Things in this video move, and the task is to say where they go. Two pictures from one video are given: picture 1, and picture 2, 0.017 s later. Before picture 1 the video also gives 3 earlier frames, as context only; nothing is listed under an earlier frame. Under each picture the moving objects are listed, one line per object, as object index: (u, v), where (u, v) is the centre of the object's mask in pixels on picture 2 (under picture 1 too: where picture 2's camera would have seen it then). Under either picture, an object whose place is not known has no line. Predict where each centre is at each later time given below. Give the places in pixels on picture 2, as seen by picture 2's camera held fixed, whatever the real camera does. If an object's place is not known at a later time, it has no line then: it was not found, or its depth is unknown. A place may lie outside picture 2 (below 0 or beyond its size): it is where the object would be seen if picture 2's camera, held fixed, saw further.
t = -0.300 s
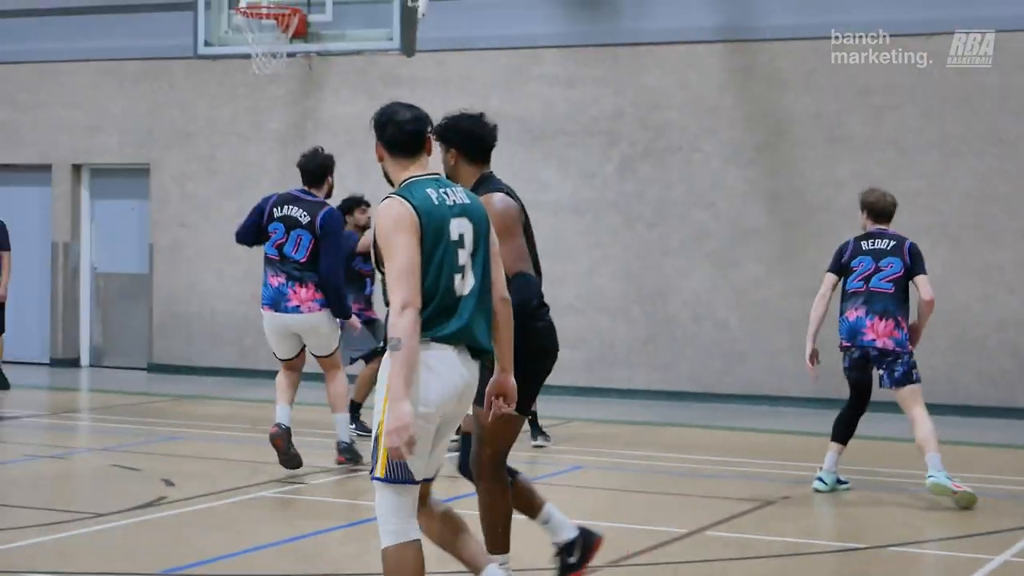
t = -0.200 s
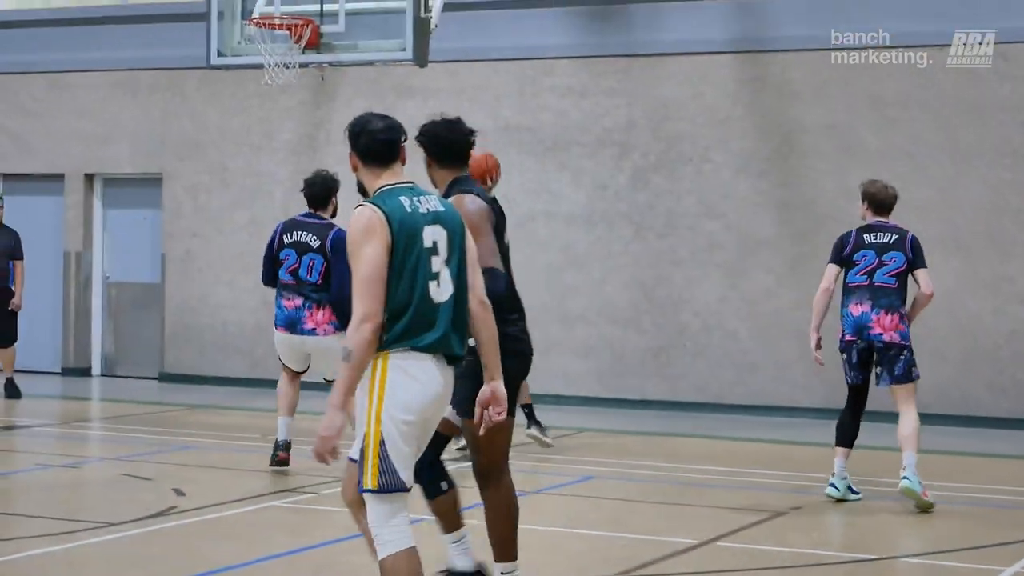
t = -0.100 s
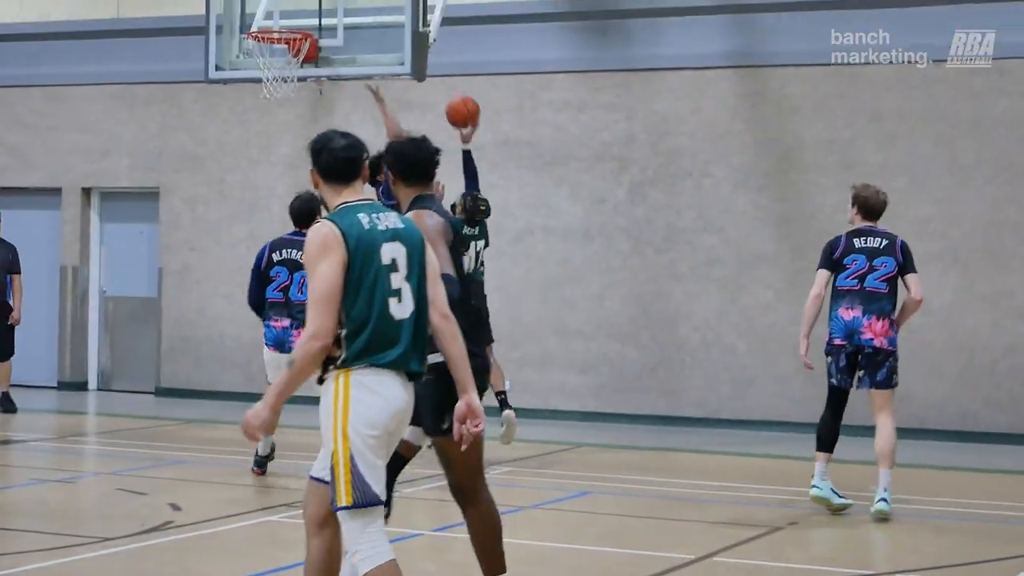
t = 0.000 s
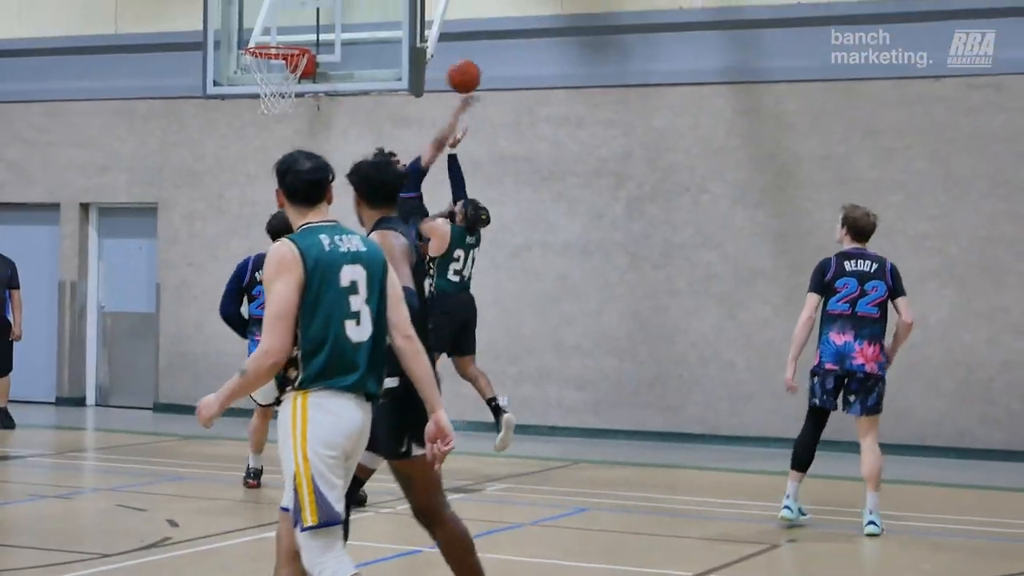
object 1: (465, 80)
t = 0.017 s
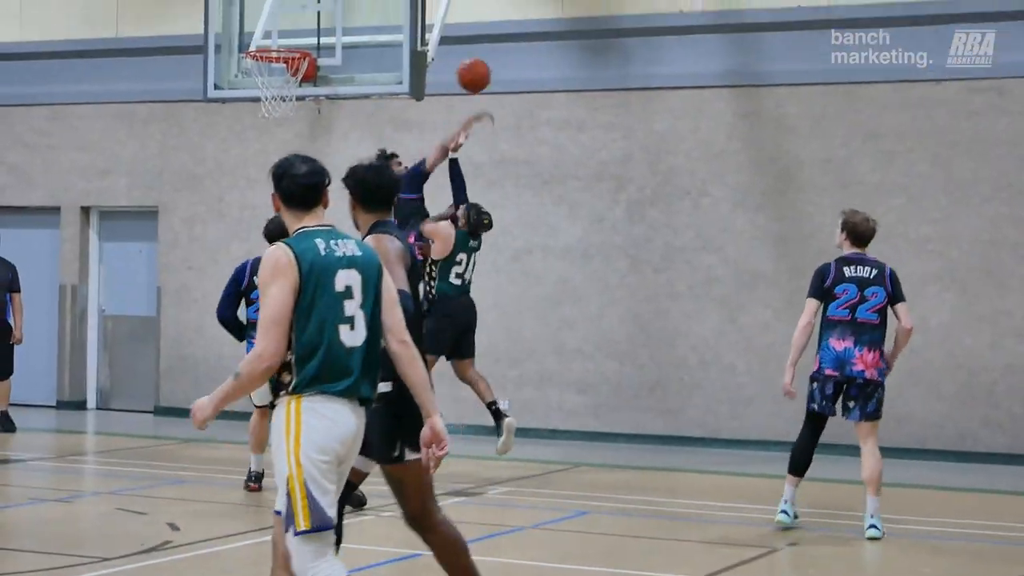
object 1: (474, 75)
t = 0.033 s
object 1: (483, 72)
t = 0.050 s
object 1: (492, 68)
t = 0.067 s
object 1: (501, 65)
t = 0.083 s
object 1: (511, 62)
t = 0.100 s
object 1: (520, 59)
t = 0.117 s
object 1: (529, 57)
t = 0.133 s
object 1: (538, 55)
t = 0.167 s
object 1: (557, 53)
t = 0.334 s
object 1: (657, 64)
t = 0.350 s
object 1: (667, 69)
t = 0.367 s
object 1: (678, 72)
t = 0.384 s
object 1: (688, 76)
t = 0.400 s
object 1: (698, 81)
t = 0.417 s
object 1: (708, 87)
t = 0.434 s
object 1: (719, 92)
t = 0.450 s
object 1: (729, 97)
